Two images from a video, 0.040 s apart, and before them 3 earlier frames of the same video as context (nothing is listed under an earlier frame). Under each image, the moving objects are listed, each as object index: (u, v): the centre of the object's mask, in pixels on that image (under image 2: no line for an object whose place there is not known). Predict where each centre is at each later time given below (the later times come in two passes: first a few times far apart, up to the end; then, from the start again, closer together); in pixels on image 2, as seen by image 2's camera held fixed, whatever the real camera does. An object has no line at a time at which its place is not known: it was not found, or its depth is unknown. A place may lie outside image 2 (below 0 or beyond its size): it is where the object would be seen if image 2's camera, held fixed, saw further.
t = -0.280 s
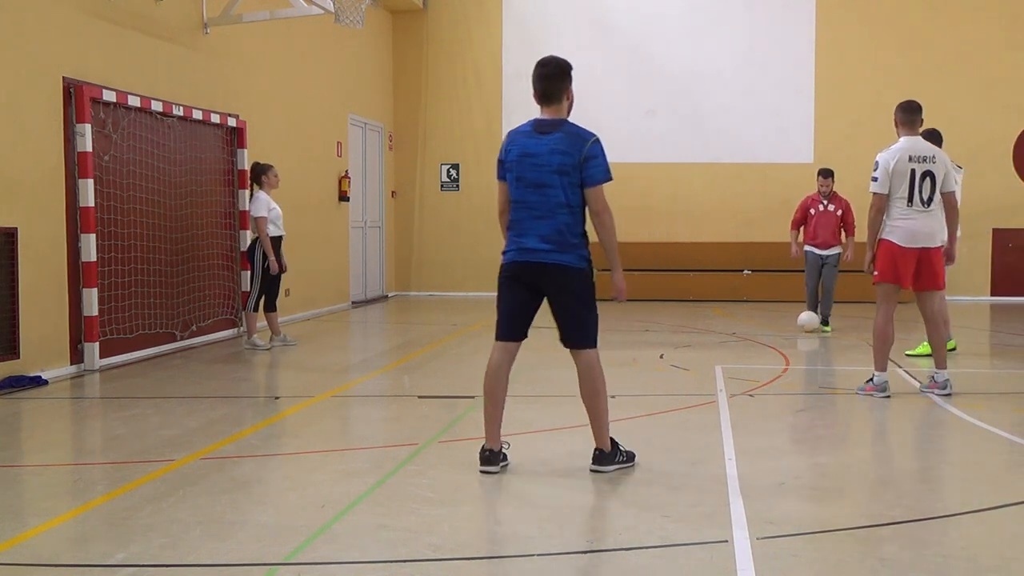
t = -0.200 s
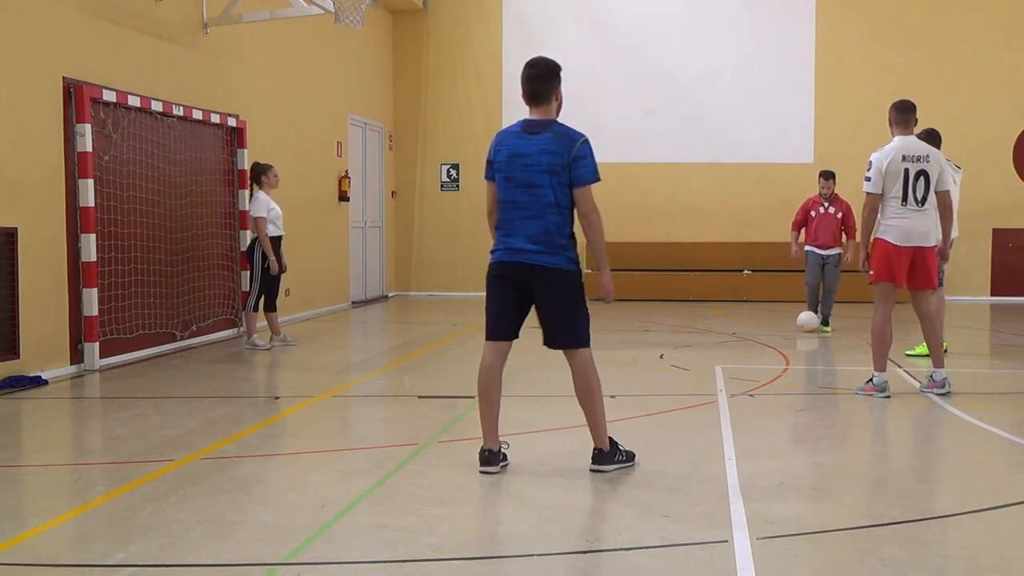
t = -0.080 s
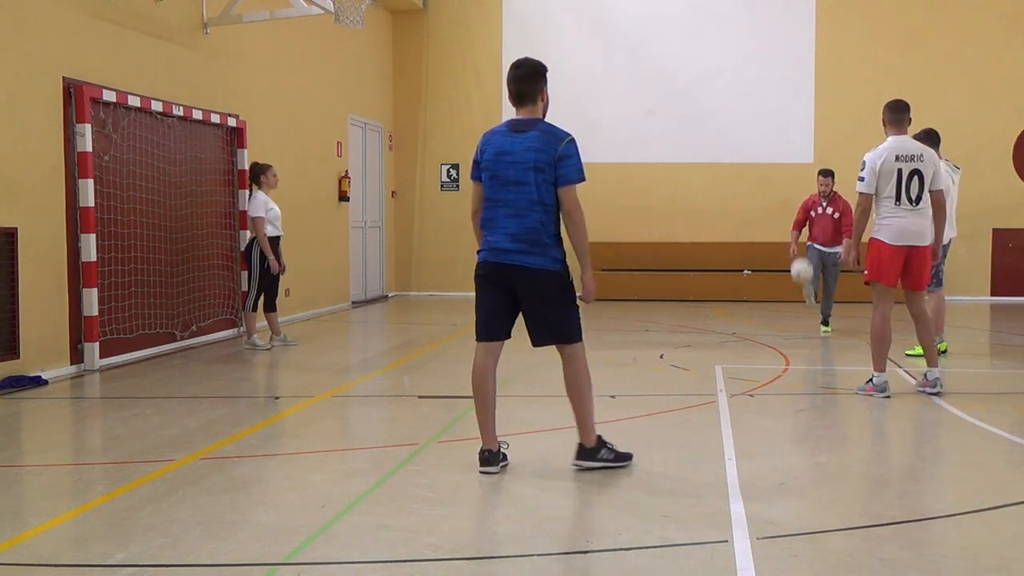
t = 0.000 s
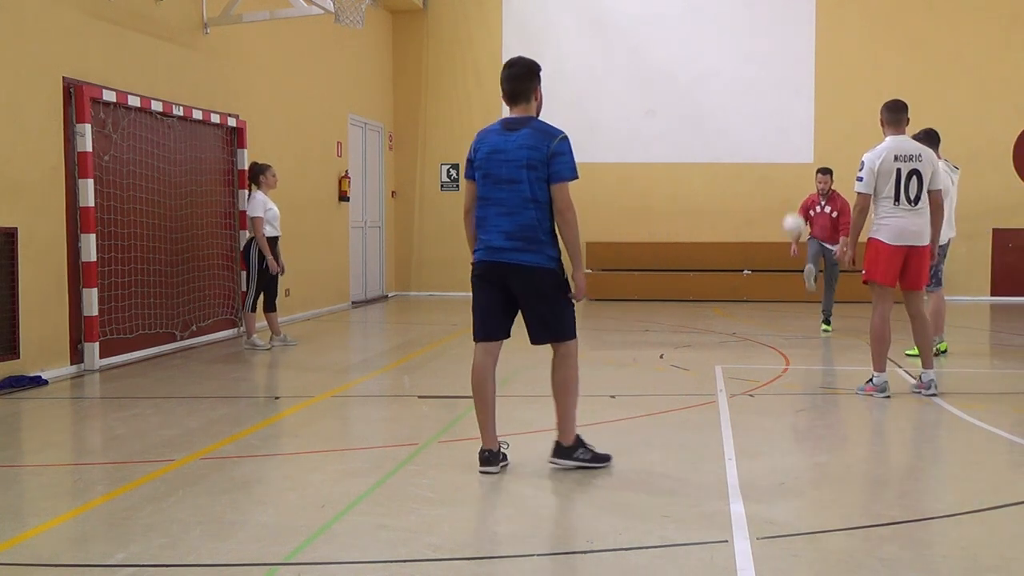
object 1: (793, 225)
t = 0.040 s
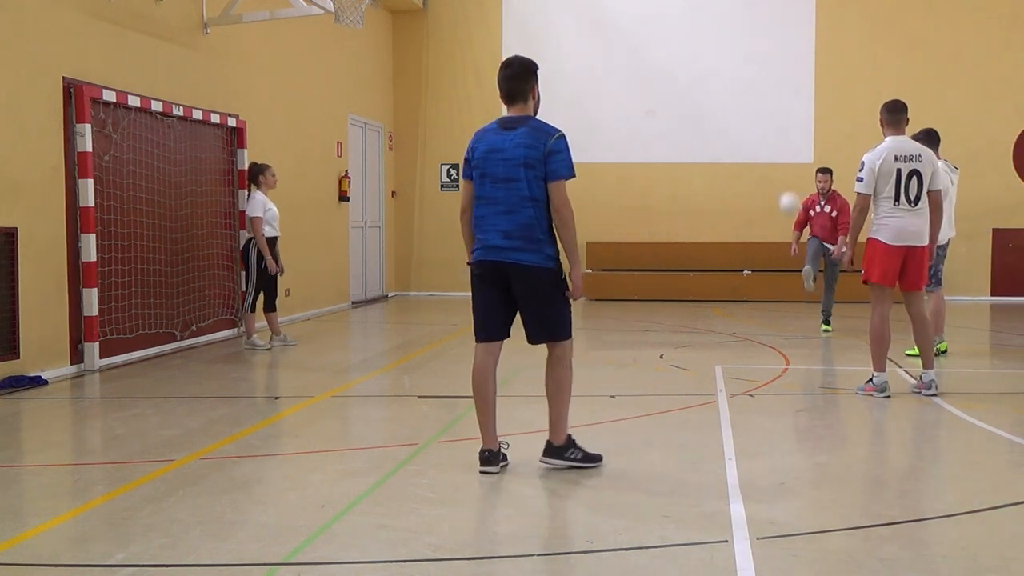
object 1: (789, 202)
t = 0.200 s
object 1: (773, 134)
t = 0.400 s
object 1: (748, 80)
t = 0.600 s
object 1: (721, 69)
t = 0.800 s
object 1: (691, 107)
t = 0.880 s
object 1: (679, 138)
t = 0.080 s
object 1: (785, 183)
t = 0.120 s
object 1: (781, 165)
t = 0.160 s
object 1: (778, 150)
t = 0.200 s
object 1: (773, 134)
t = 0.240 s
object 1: (768, 120)
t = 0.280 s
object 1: (763, 108)
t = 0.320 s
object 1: (758, 97)
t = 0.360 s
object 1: (753, 88)
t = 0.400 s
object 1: (748, 80)
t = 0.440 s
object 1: (743, 75)
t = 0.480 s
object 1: (737, 71)
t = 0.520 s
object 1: (732, 68)
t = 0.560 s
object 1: (726, 68)
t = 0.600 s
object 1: (721, 69)
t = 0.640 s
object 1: (715, 73)
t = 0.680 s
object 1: (709, 78)
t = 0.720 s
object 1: (703, 86)
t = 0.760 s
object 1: (697, 96)
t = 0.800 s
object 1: (691, 107)
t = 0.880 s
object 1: (679, 138)
